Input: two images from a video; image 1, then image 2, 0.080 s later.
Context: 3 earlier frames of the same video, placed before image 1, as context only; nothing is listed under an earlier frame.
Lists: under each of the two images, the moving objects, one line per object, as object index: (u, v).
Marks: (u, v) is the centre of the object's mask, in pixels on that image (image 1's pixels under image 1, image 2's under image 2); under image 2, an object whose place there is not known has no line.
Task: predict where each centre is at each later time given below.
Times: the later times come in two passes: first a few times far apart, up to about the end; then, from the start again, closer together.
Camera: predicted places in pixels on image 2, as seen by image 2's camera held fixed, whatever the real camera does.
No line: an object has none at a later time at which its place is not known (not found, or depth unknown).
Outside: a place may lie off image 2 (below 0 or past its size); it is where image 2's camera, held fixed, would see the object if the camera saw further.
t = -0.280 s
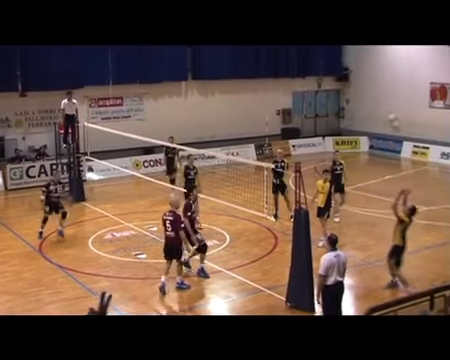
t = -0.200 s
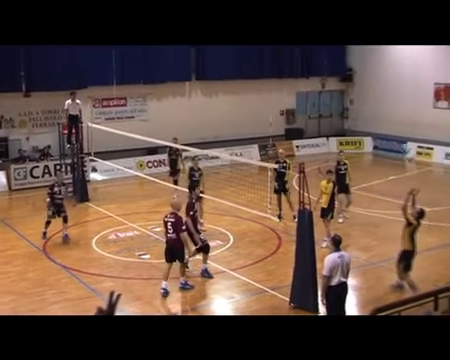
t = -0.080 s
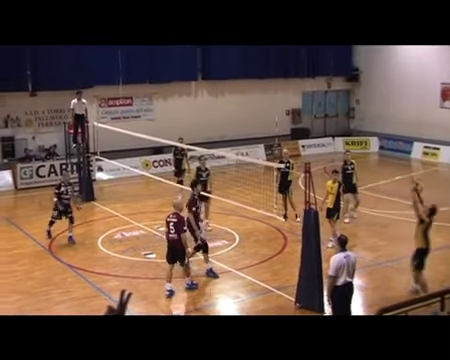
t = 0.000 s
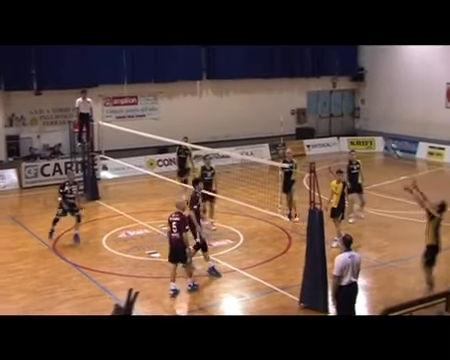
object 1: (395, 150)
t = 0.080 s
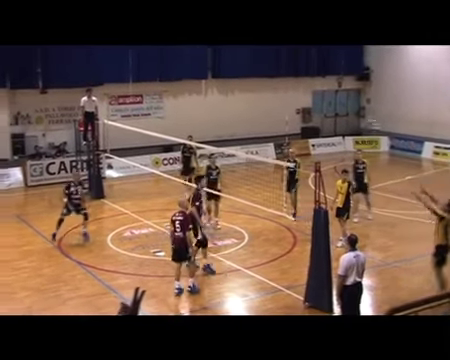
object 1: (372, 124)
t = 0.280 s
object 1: (312, 79)
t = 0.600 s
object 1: (229, 56)
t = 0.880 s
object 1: (171, 74)
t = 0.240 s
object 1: (324, 86)
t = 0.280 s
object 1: (312, 79)
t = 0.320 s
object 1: (300, 74)
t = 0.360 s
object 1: (289, 69)
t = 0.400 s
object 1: (279, 65)
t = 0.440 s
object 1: (268, 61)
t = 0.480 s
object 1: (258, 59)
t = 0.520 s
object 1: (248, 57)
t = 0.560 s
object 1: (234, 58)
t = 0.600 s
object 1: (229, 56)
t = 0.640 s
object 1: (220, 57)
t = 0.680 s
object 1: (211, 59)
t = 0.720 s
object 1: (203, 61)
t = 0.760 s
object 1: (194, 63)
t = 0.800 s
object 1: (186, 66)
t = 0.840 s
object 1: (179, 69)
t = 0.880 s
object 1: (171, 74)
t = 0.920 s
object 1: (163, 79)
